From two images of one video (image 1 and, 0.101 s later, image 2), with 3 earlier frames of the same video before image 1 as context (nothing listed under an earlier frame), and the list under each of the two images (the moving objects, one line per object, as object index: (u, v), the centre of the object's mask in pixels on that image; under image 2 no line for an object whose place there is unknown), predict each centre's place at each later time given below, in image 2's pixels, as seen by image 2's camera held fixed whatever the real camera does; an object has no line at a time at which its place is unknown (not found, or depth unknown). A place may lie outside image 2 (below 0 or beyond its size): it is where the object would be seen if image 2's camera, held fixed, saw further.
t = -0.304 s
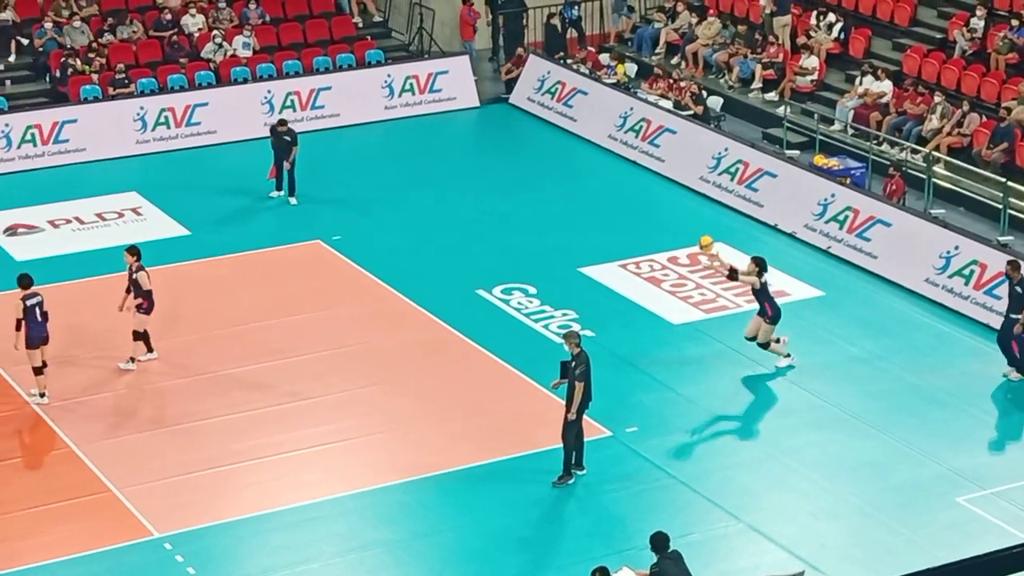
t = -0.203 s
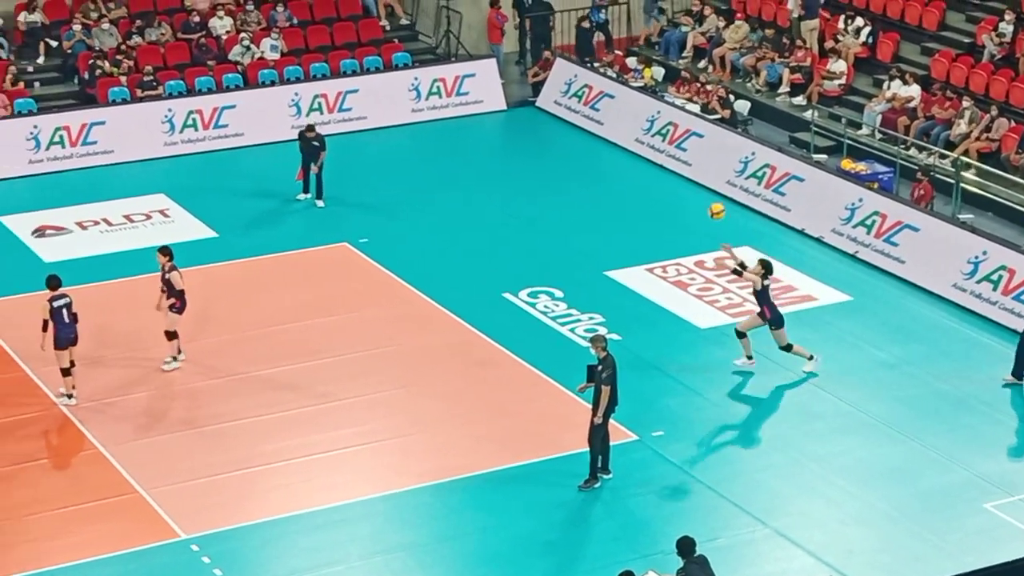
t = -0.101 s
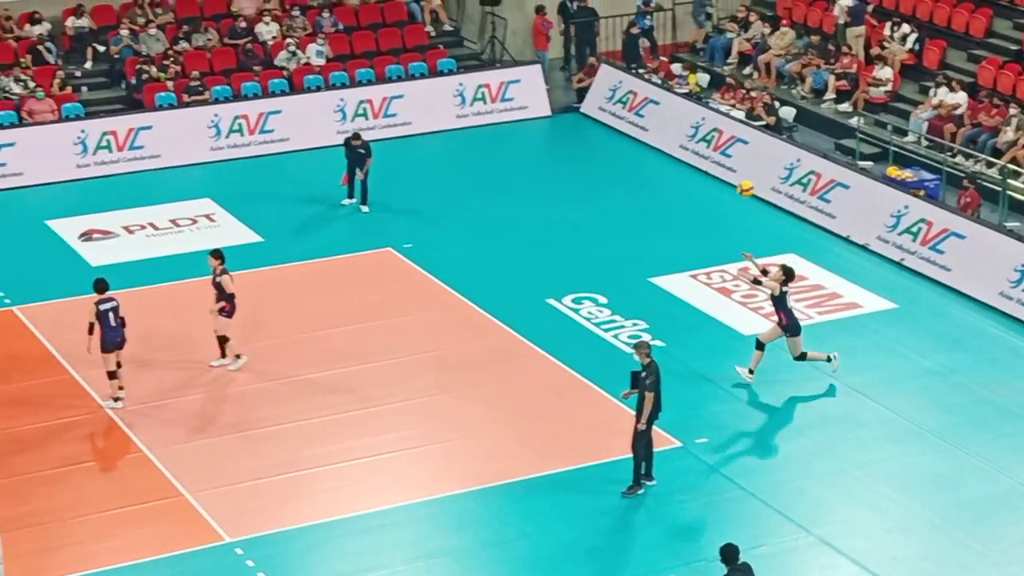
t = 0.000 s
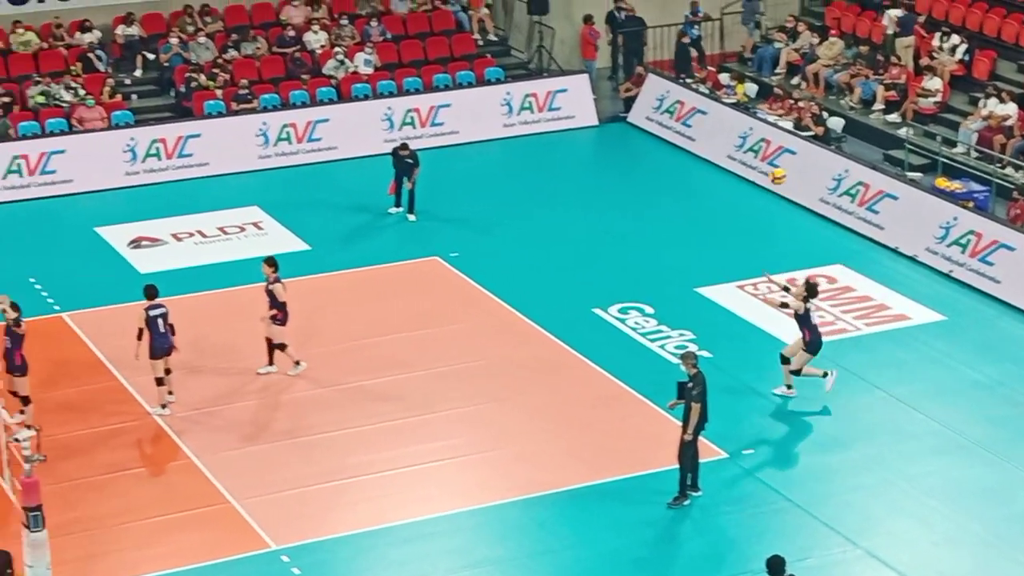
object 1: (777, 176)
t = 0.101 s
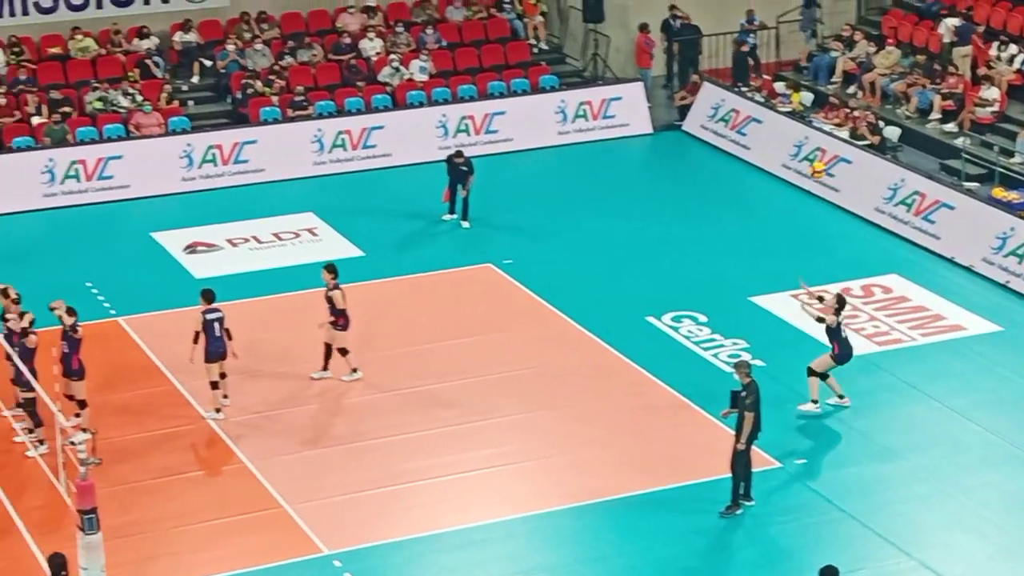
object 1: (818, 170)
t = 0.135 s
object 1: (813, 167)
